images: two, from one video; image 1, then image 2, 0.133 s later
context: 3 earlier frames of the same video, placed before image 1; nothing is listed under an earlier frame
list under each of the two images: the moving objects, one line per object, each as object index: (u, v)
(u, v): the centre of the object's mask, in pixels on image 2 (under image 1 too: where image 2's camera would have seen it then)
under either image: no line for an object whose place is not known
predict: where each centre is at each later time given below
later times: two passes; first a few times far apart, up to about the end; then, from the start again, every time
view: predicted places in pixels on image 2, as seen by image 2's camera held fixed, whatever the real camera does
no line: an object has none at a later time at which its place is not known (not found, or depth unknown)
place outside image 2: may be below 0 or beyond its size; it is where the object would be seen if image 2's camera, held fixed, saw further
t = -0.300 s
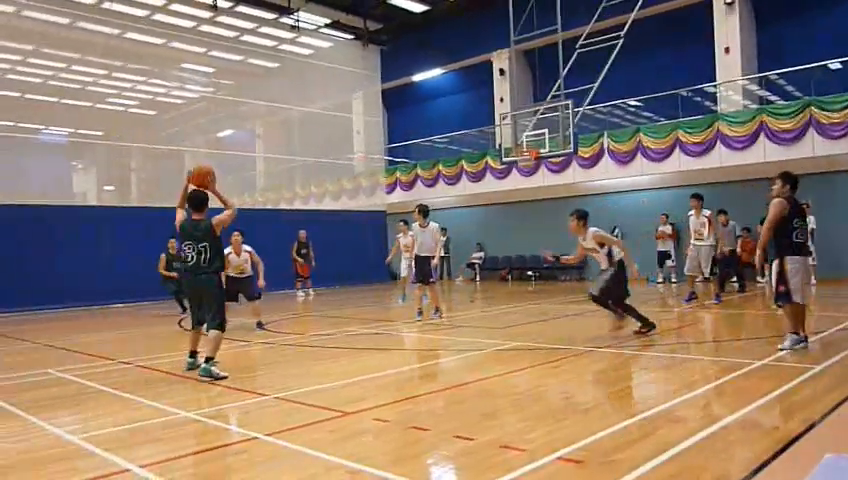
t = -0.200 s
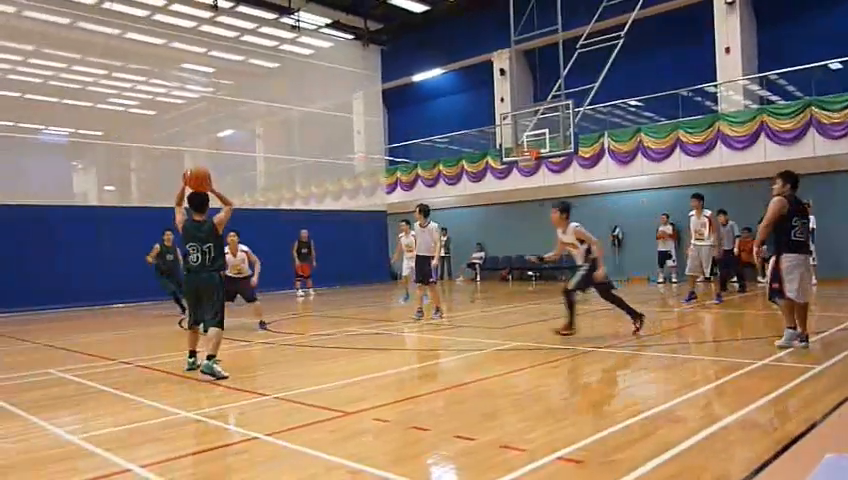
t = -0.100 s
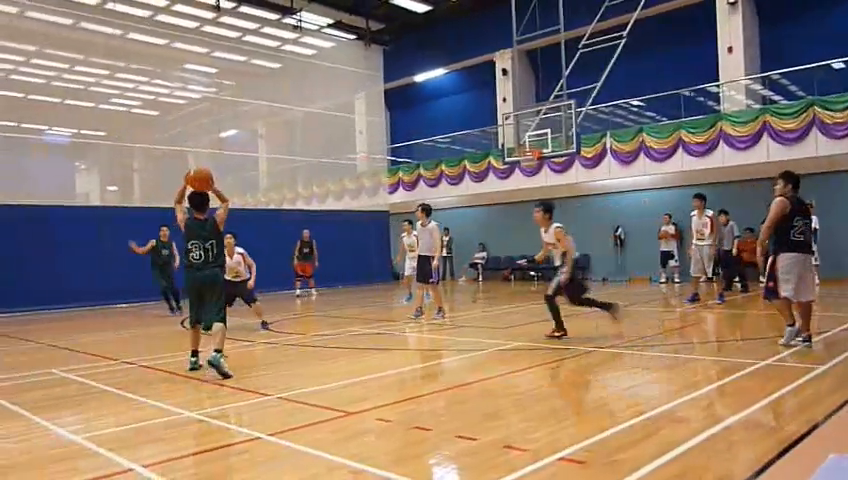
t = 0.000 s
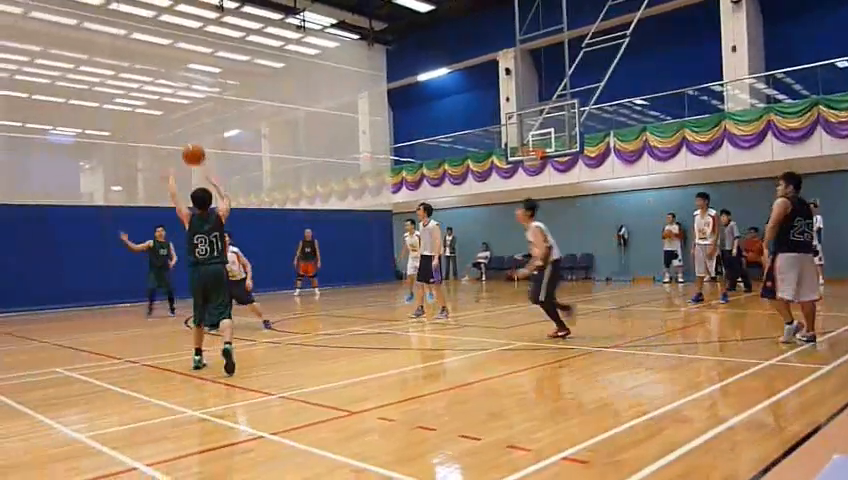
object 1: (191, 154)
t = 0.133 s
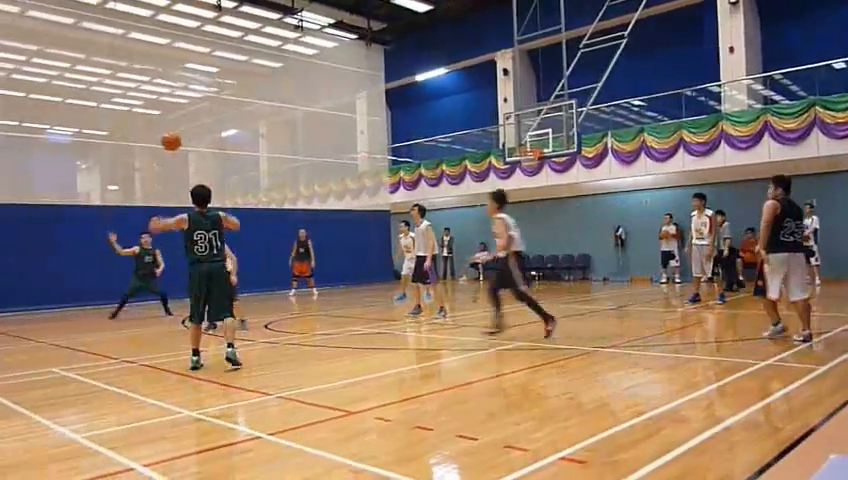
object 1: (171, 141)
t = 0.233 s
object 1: (161, 142)
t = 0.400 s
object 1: (147, 157)
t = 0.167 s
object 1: (167, 141)
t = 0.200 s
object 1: (164, 141)
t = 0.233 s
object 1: (161, 142)
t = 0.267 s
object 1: (158, 144)
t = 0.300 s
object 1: (155, 147)
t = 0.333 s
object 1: (152, 149)
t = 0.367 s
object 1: (149, 153)
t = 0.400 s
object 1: (147, 157)
